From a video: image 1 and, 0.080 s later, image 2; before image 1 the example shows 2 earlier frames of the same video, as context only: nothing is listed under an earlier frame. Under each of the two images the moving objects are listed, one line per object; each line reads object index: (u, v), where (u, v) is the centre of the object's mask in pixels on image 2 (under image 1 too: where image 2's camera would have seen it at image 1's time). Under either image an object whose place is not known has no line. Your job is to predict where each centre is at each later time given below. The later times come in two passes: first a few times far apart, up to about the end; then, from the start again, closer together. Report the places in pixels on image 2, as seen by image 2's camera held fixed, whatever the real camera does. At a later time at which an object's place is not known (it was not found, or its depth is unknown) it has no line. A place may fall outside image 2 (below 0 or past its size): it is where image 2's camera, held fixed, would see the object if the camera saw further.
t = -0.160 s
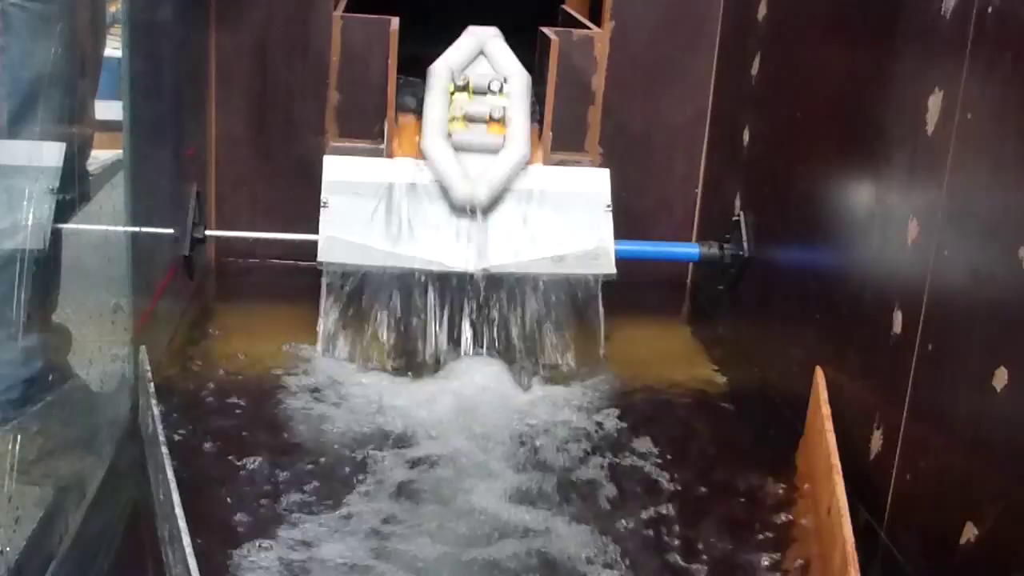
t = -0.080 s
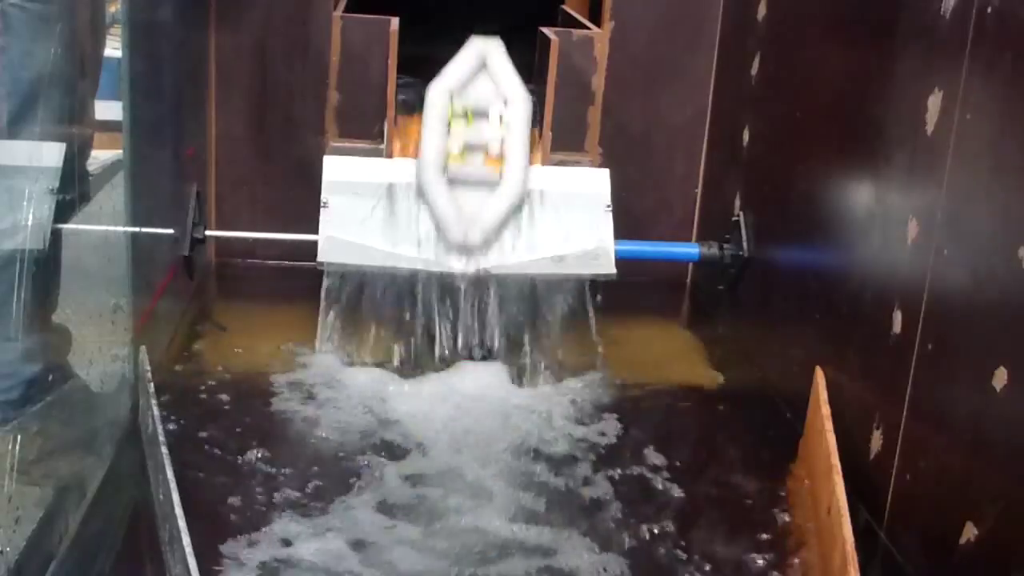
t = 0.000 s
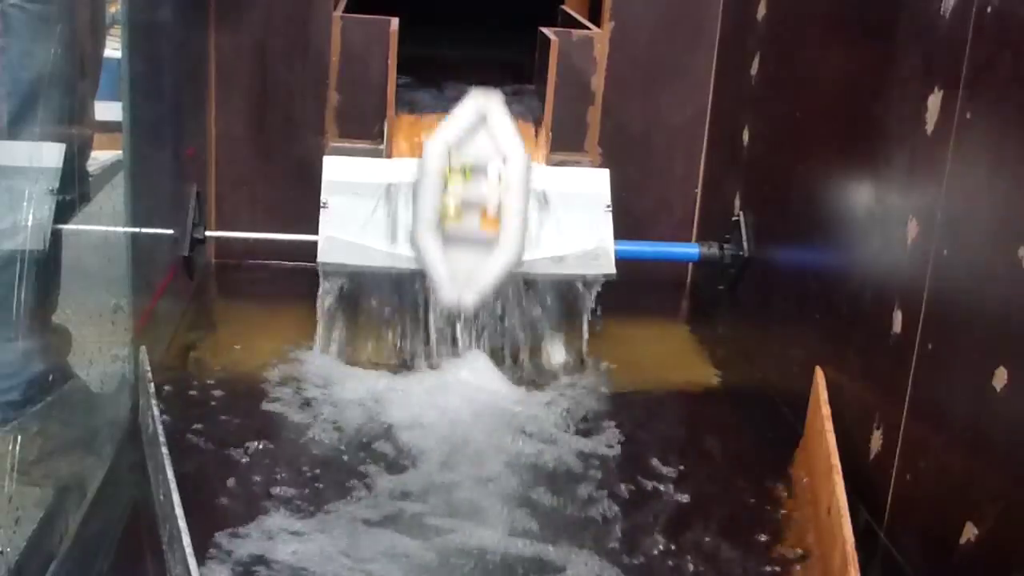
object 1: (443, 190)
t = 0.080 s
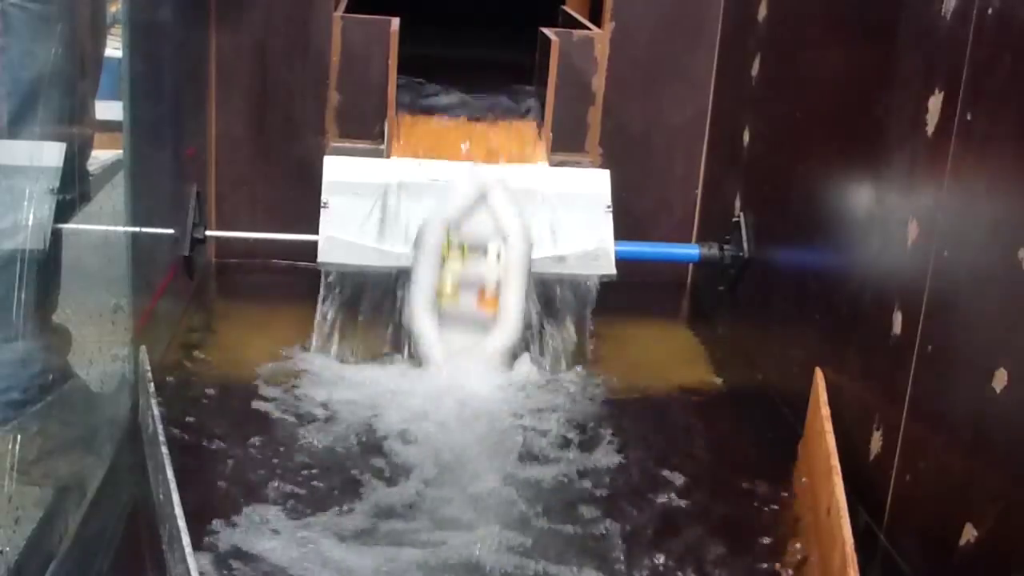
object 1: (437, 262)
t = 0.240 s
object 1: (463, 320)
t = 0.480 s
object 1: (436, 428)
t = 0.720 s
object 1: (407, 460)
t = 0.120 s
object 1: (438, 282)
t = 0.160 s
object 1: (444, 294)
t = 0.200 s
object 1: (448, 313)
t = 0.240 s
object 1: (463, 320)
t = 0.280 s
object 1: (476, 332)
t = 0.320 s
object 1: (485, 344)
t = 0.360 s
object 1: (509, 361)
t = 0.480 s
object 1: (436, 428)
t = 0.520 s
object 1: (441, 417)
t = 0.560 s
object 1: (434, 422)
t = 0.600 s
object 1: (426, 433)
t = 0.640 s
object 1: (418, 444)
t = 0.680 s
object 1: (413, 453)
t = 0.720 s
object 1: (407, 460)
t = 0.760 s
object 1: (404, 466)
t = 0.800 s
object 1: (401, 469)
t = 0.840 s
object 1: (396, 470)
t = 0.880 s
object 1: (389, 471)
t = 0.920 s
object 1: (380, 470)
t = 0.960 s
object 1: (374, 467)
